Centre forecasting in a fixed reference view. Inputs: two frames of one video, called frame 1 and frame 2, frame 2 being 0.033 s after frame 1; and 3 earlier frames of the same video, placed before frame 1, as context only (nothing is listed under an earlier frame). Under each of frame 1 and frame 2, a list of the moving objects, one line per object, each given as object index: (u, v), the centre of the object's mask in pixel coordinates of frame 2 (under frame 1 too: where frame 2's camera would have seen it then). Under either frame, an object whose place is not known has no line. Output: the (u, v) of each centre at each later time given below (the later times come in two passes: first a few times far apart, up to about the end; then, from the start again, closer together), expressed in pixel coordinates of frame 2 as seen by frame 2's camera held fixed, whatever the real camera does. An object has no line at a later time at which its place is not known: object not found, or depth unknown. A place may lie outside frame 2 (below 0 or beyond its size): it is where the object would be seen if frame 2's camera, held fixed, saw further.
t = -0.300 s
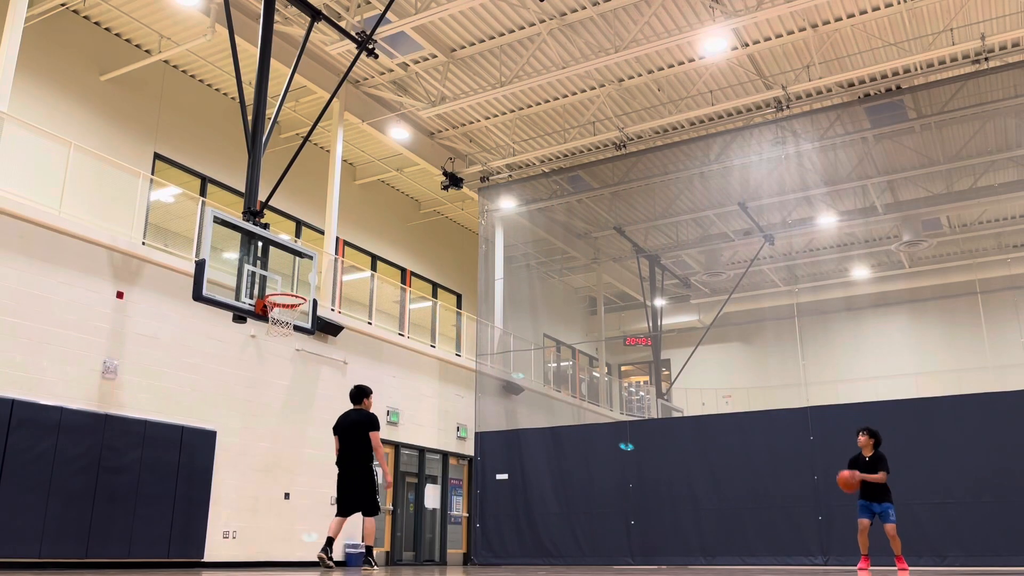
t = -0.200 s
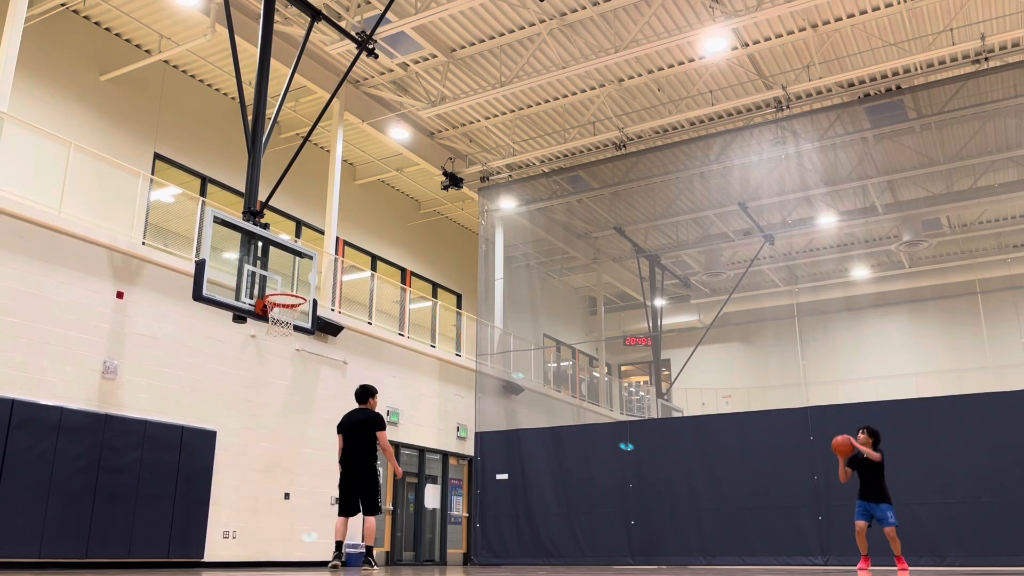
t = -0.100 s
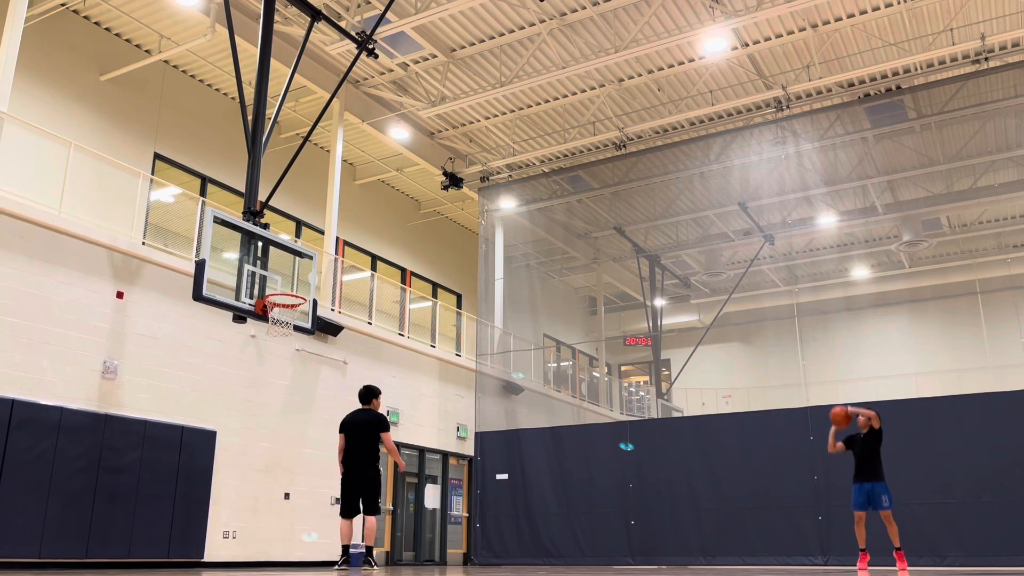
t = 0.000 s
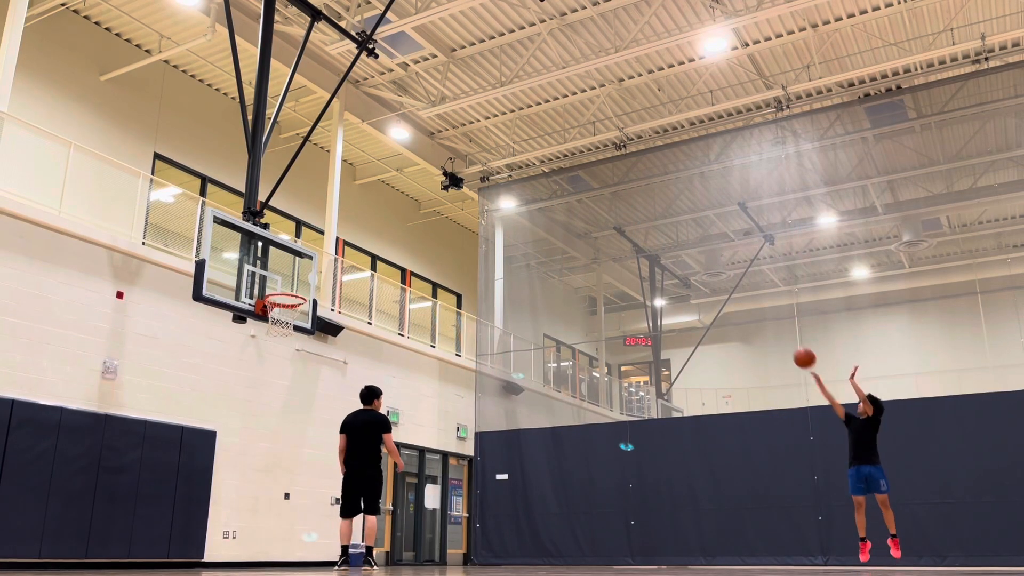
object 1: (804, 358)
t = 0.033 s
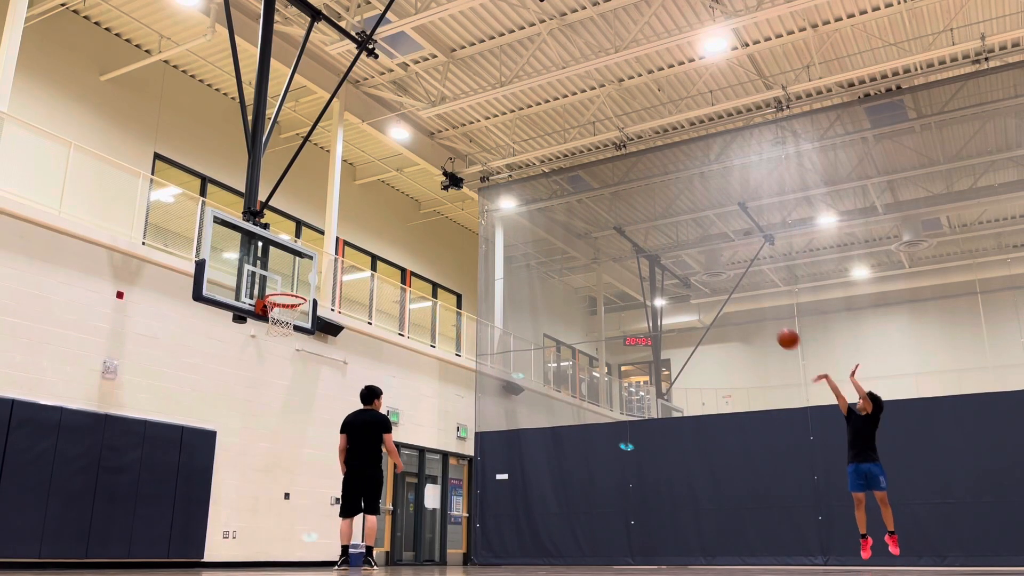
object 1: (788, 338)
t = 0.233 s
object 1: (696, 246)
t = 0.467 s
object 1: (599, 183)
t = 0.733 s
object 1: (497, 164)
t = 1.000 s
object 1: (397, 193)
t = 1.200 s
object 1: (319, 250)
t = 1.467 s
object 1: (278, 324)
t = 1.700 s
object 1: (240, 389)
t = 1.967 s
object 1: (187, 529)
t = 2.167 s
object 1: (165, 488)
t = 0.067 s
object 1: (772, 320)
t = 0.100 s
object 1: (756, 303)
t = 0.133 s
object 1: (741, 287)
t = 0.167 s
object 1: (726, 272)
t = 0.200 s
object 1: (710, 259)
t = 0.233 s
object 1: (696, 246)
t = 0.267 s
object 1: (682, 234)
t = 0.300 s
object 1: (667, 223)
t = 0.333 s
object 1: (653, 213)
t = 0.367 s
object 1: (640, 204)
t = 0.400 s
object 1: (626, 196)
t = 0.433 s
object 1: (612, 189)
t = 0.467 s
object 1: (599, 183)
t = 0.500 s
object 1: (586, 177)
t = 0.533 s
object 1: (573, 173)
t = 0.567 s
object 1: (560, 170)
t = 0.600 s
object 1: (547, 167)
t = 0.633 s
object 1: (535, 165)
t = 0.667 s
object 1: (523, 164)
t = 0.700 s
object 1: (510, 163)
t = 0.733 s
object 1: (497, 164)
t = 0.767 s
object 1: (485, 164)
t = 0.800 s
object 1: (472, 167)
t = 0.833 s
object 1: (460, 169)
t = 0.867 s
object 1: (447, 172)
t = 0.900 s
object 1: (435, 176)
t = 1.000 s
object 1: (397, 193)
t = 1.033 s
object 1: (384, 201)
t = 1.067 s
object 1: (371, 209)
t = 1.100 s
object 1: (358, 218)
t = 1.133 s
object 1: (345, 228)
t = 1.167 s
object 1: (332, 239)
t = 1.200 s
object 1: (319, 250)
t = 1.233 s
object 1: (305, 263)
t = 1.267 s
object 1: (292, 276)
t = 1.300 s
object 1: (278, 288)
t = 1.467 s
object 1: (278, 324)
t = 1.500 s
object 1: (272, 333)
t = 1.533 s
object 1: (267, 338)
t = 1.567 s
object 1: (261, 347)
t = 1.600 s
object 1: (256, 356)
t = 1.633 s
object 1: (251, 366)
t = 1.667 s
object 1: (245, 377)
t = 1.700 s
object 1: (240, 389)
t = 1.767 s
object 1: (228, 417)
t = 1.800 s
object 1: (221, 432)
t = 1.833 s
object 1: (215, 449)
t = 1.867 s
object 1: (208, 467)
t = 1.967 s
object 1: (187, 529)
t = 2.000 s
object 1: (180, 552)
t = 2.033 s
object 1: (176, 550)
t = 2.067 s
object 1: (174, 533)
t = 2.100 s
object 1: (170, 517)
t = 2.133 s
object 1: (167, 502)
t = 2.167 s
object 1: (165, 488)
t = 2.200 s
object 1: (162, 476)
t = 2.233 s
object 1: (158, 464)
